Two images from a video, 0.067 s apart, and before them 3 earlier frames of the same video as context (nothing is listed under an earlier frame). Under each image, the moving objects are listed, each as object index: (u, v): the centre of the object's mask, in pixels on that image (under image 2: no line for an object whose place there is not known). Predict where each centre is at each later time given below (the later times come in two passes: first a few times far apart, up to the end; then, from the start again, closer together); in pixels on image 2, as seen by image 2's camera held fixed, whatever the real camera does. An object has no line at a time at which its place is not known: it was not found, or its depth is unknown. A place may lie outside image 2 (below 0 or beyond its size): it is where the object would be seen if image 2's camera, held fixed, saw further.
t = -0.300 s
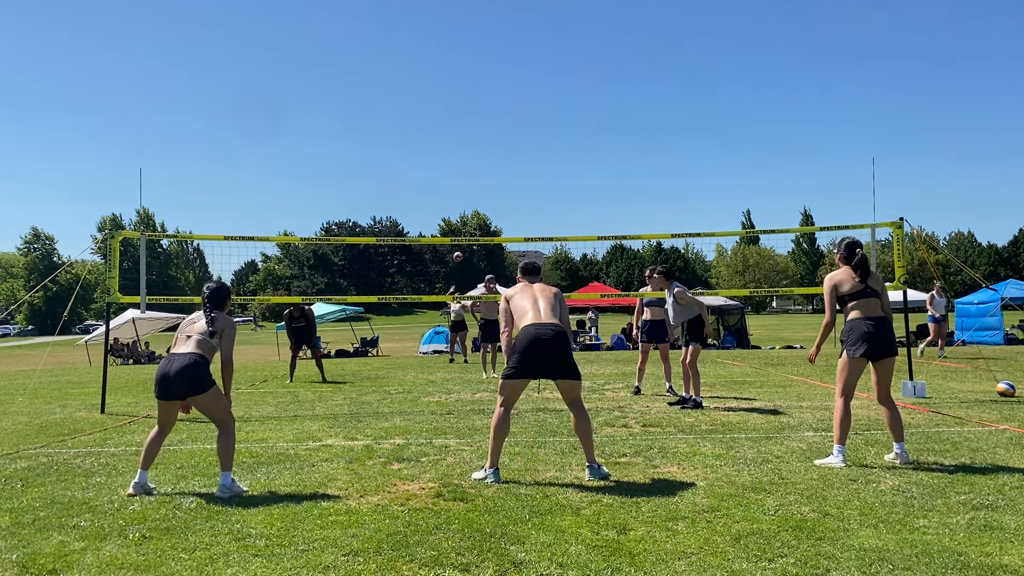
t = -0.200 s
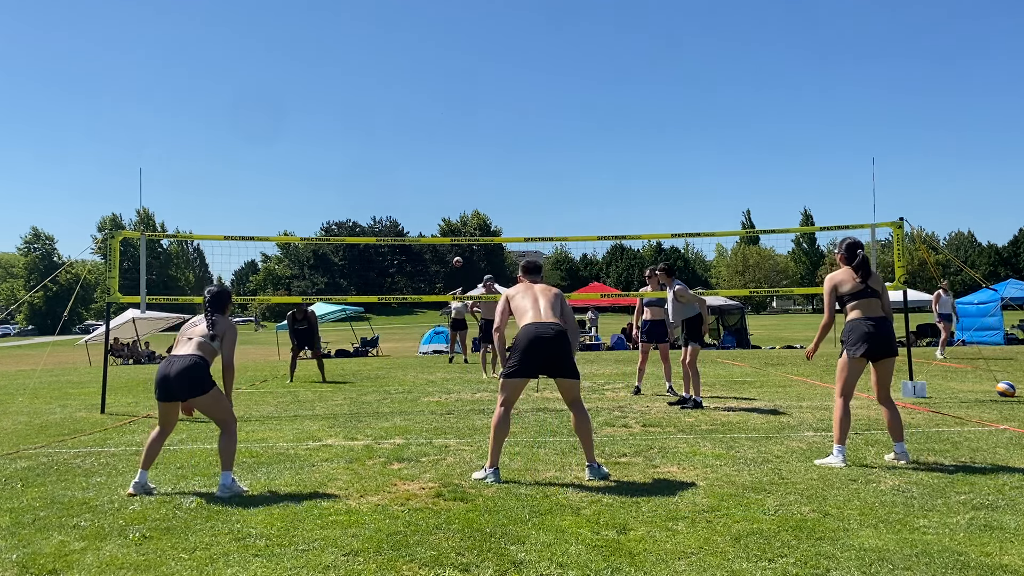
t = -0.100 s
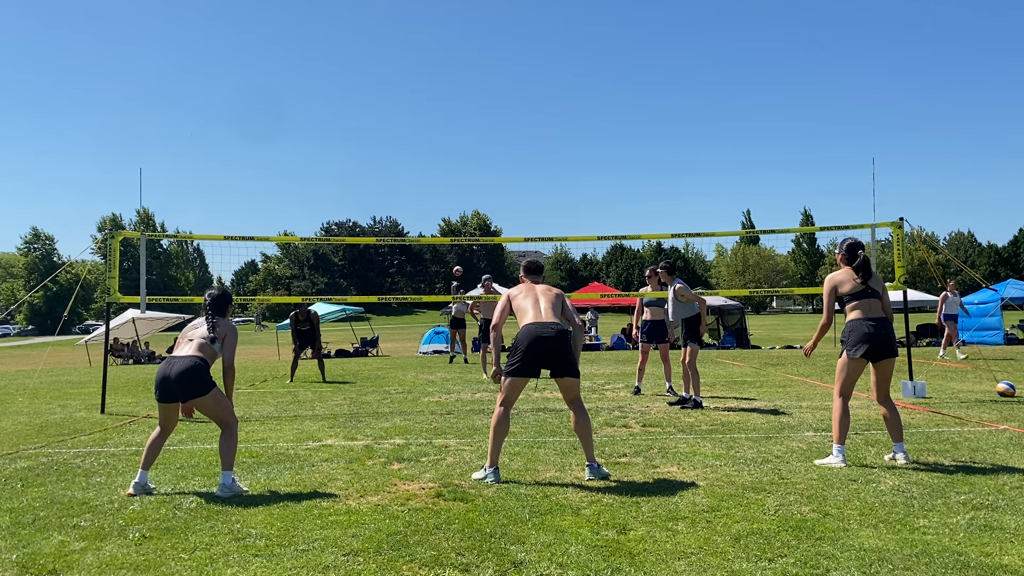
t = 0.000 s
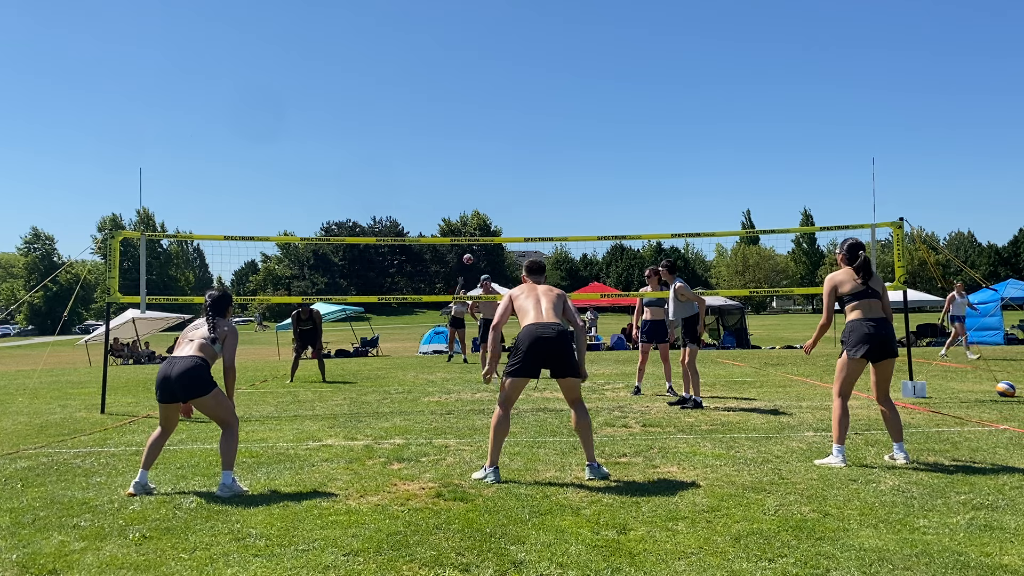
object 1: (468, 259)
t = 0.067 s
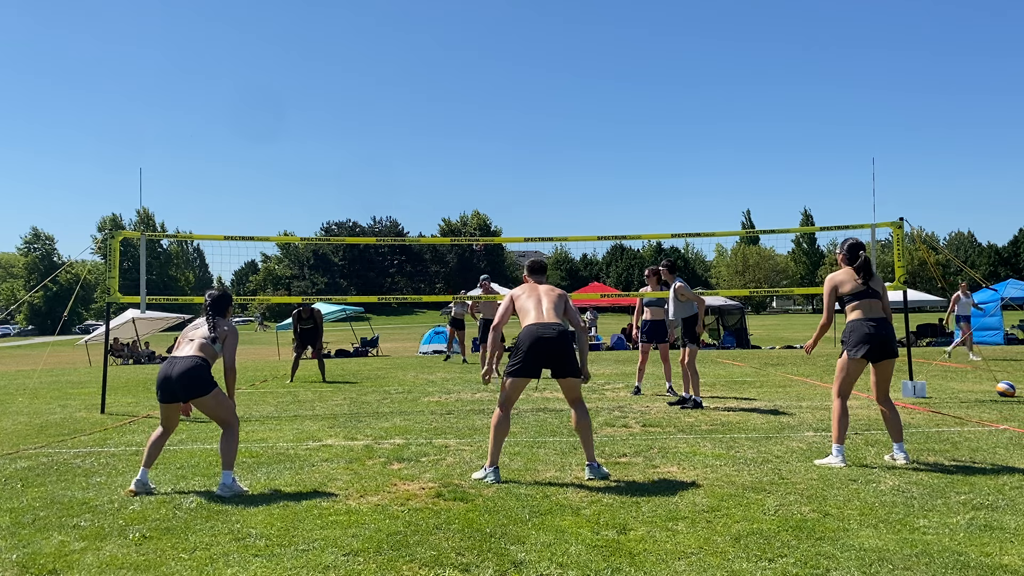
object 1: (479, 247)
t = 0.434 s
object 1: (548, 188)
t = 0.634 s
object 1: (601, 183)
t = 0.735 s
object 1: (637, 194)
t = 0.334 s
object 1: (527, 198)
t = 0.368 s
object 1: (534, 195)
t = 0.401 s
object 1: (541, 191)
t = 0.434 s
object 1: (548, 188)
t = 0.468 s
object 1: (556, 186)
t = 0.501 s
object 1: (565, 183)
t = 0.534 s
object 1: (572, 182)
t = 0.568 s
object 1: (582, 182)
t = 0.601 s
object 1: (591, 182)
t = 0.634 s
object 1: (601, 183)
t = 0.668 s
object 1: (612, 185)
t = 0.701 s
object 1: (624, 189)
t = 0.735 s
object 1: (637, 194)
